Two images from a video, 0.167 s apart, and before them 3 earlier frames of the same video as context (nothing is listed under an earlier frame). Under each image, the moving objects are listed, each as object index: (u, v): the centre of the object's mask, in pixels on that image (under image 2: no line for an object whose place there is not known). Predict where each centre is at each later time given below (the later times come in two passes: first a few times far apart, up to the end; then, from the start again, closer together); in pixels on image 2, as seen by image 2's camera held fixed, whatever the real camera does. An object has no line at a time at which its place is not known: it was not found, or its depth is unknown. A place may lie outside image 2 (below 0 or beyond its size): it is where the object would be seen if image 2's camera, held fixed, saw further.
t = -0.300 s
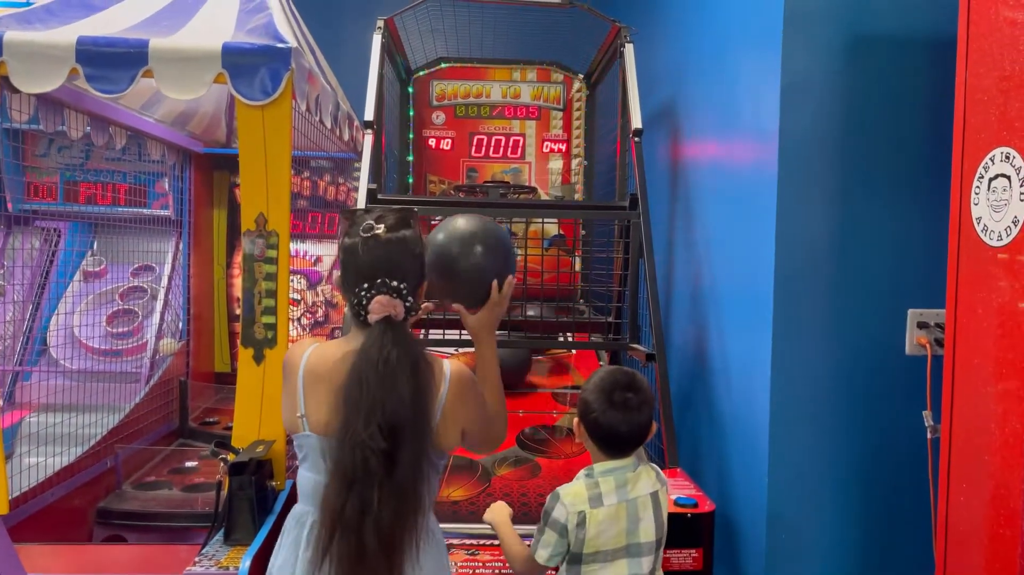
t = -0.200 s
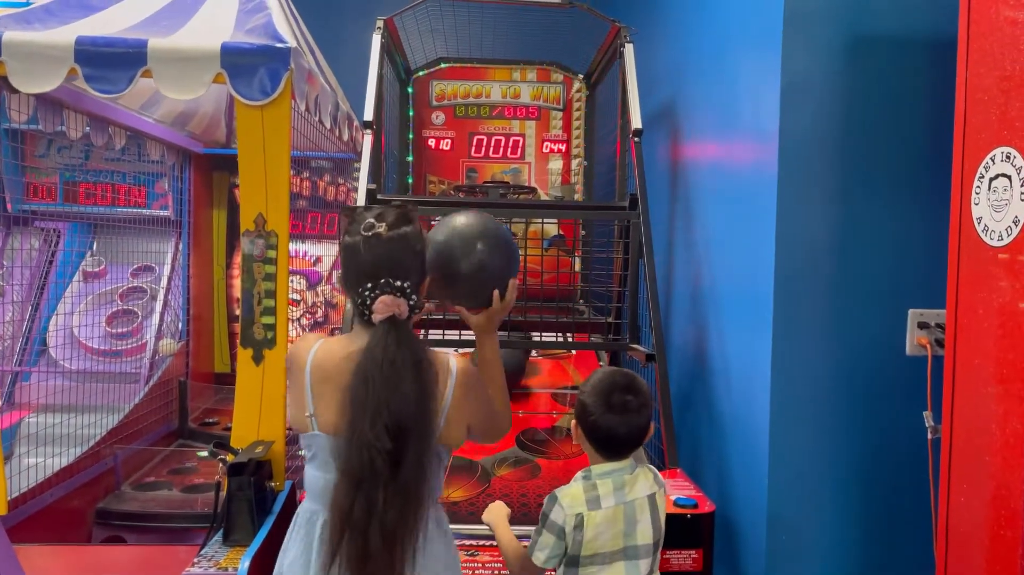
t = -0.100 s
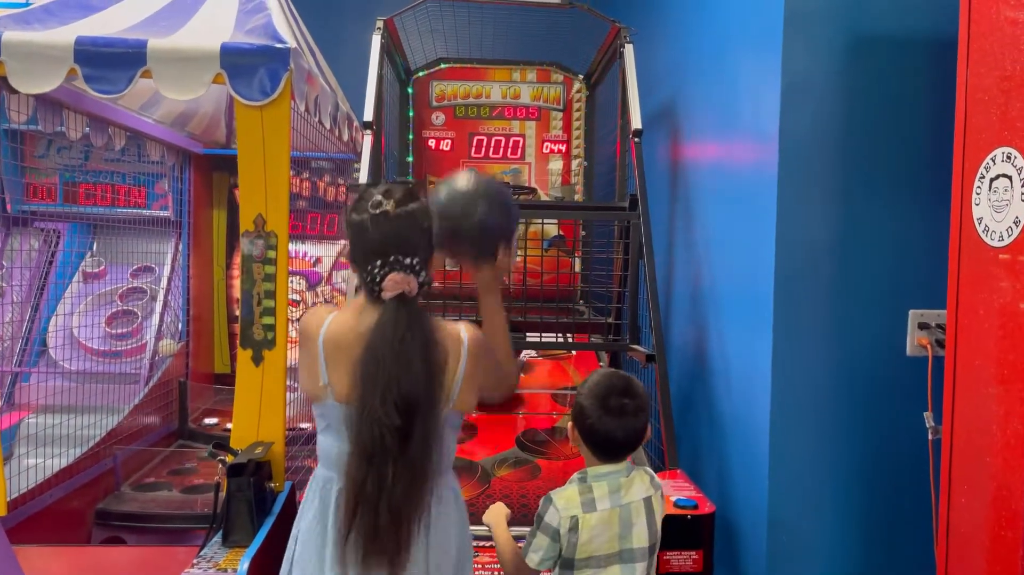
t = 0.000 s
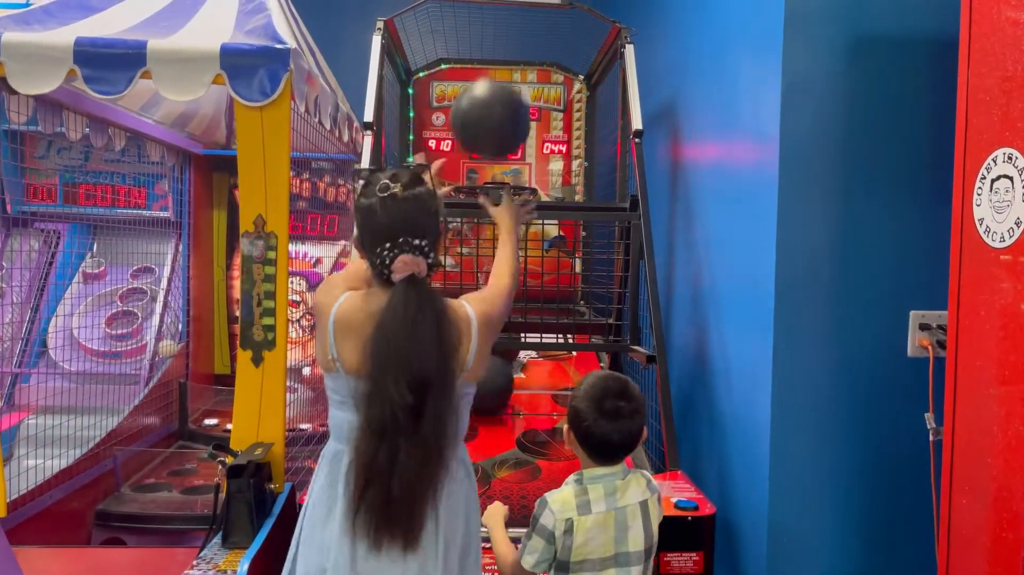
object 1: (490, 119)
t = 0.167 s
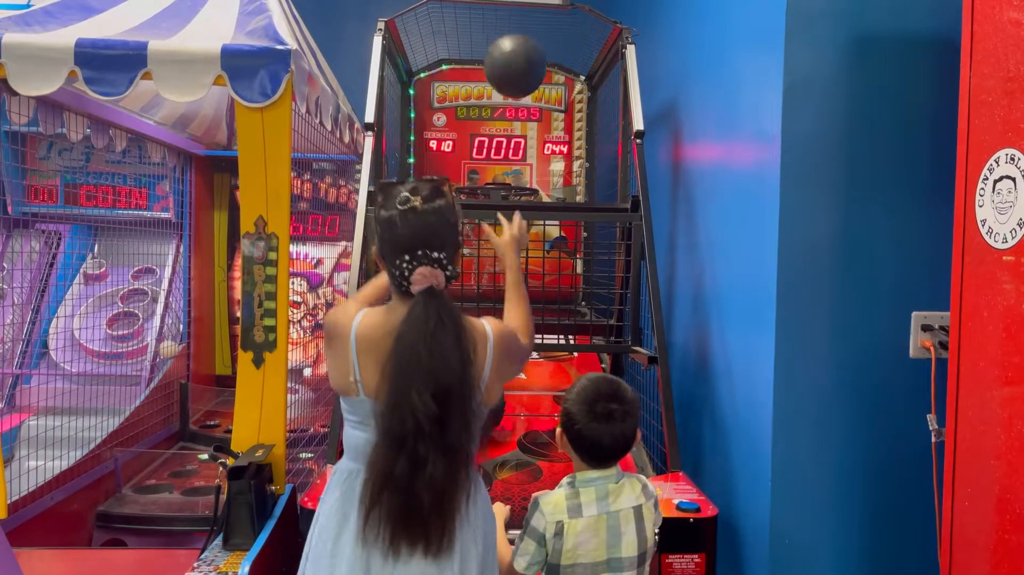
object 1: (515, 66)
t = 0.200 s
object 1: (518, 67)
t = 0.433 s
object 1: (536, 135)
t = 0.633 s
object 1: (558, 170)
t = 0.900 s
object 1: (576, 242)
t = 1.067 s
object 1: (535, 275)
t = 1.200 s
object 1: (492, 273)
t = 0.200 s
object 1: (518, 67)
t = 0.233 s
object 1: (521, 71)
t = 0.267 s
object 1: (524, 77)
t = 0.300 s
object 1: (527, 85)
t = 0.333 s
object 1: (529, 94)
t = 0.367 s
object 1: (532, 107)
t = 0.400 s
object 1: (534, 120)
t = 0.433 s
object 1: (536, 135)
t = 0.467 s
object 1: (537, 152)
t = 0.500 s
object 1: (539, 158)
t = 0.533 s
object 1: (542, 165)
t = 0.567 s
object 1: (545, 171)
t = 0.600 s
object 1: (550, 170)
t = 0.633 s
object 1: (558, 170)
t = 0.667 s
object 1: (565, 171)
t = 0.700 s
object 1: (573, 176)
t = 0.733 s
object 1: (580, 182)
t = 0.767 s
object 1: (586, 187)
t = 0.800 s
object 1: (592, 192)
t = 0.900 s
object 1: (576, 242)
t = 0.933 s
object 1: (572, 259)
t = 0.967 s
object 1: (566, 281)
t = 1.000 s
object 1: (558, 292)
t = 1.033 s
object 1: (549, 281)
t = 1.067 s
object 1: (535, 275)
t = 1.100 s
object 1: (523, 271)
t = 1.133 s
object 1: (512, 268)
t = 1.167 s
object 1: (501, 269)
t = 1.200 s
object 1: (492, 273)
